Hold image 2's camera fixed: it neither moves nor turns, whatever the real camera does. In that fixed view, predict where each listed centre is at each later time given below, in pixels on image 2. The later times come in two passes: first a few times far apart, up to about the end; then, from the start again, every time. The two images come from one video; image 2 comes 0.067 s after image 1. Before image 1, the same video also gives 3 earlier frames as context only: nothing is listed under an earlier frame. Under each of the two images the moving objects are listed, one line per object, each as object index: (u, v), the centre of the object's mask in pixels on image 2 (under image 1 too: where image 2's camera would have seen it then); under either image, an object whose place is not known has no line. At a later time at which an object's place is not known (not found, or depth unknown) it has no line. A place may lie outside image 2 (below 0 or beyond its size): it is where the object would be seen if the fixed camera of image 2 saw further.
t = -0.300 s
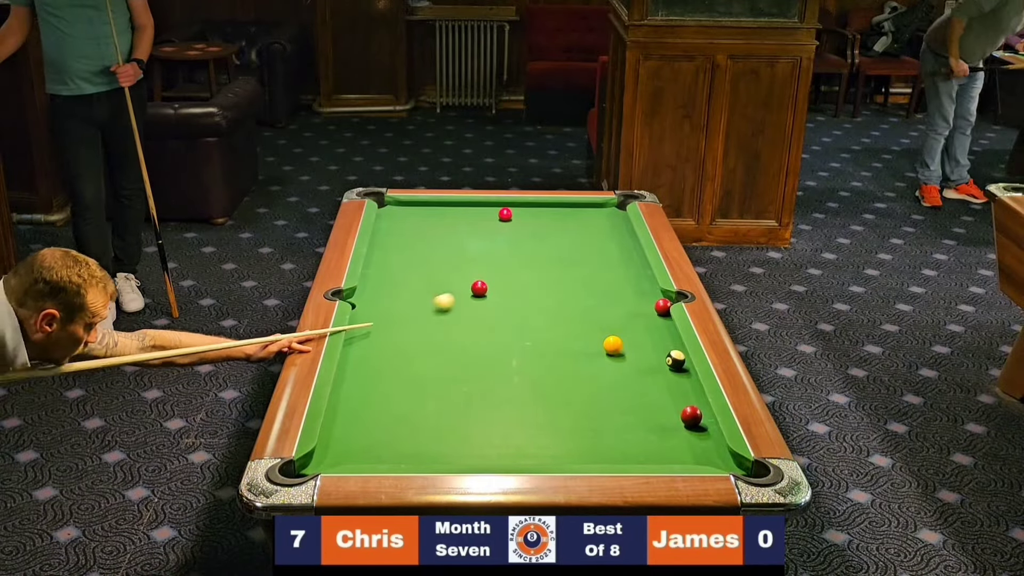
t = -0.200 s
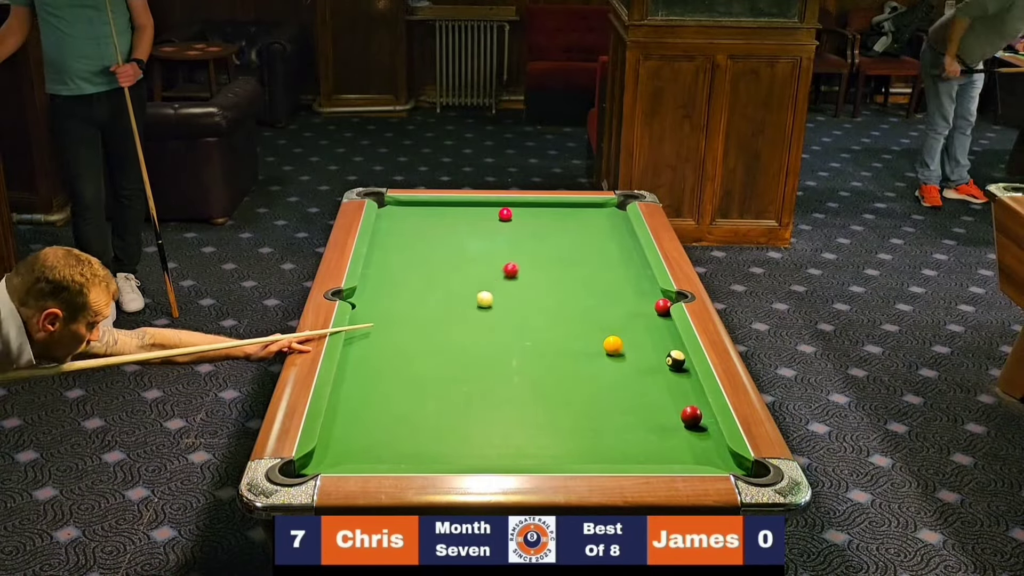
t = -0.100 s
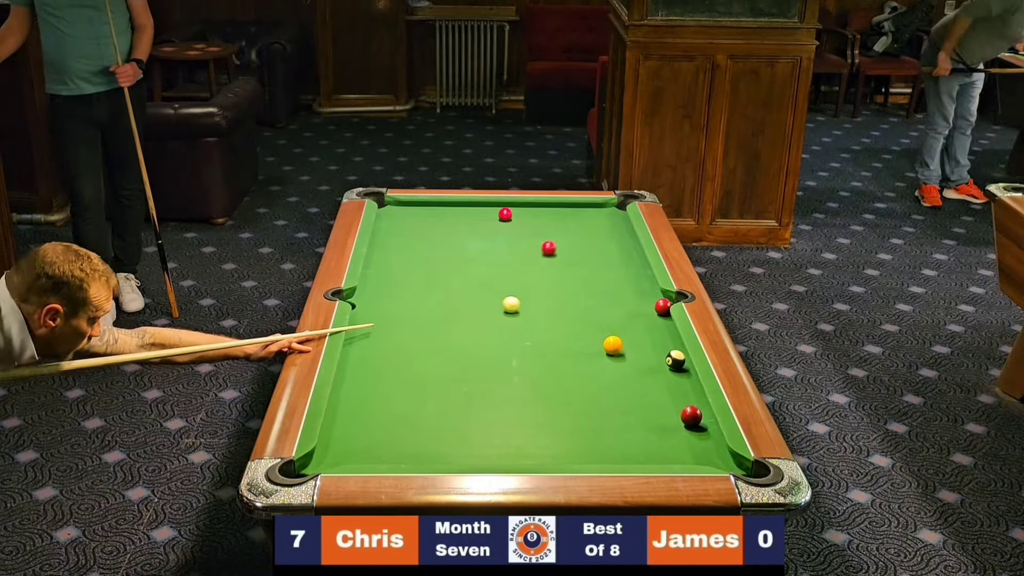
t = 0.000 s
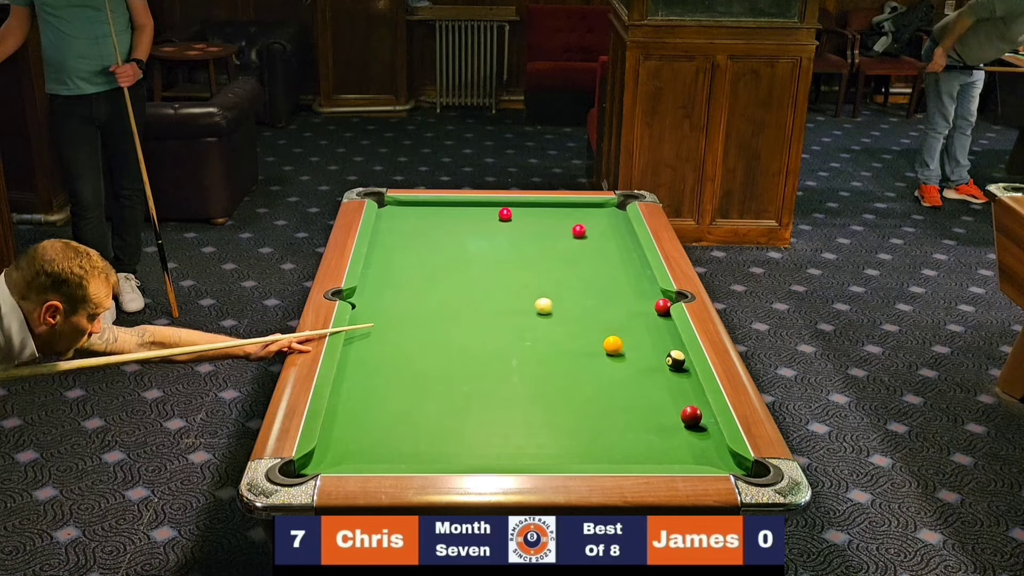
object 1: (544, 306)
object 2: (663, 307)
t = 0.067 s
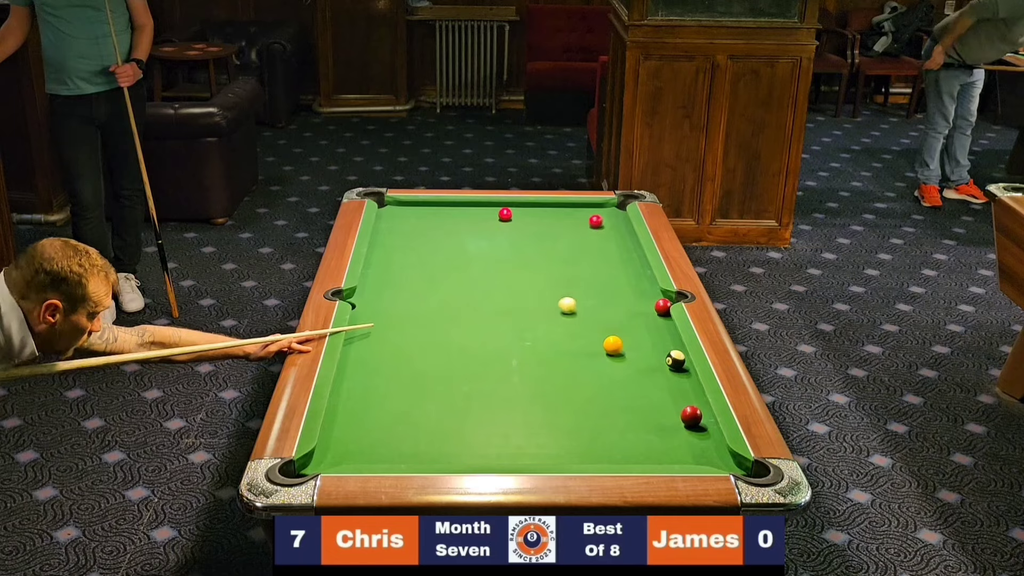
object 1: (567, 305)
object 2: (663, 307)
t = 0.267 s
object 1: (637, 304)
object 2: (663, 307)
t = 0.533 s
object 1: (648, 285)
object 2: (656, 302)
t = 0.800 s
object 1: (639, 270)
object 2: (649, 298)
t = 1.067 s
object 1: (628, 257)
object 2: (643, 294)
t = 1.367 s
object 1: (617, 244)
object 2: (639, 291)
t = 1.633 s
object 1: (608, 234)
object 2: (635, 290)
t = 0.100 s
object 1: (579, 305)
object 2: (663, 307)
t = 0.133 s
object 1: (591, 305)
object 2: (663, 307)
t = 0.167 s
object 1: (602, 305)
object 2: (663, 307)
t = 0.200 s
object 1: (614, 304)
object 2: (663, 307)
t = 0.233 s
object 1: (625, 304)
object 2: (663, 307)
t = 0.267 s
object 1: (637, 304)
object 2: (663, 307)
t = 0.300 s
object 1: (647, 304)
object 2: (664, 307)
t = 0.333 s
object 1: (648, 301)
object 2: (663, 306)
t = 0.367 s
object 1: (647, 298)
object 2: (662, 306)
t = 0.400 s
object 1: (646, 295)
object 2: (661, 305)
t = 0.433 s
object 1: (647, 293)
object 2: (660, 304)
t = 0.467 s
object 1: (647, 290)
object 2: (660, 304)
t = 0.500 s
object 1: (648, 288)
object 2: (657, 303)
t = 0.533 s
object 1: (648, 285)
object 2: (656, 302)
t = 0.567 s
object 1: (649, 283)
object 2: (656, 301)
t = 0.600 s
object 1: (648, 281)
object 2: (655, 301)
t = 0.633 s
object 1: (646, 279)
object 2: (653, 300)
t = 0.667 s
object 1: (645, 277)
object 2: (652, 299)
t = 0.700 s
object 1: (643, 275)
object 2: (652, 299)
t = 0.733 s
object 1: (642, 274)
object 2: (651, 299)
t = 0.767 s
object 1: (640, 272)
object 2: (650, 298)
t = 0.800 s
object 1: (639, 270)
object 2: (649, 298)
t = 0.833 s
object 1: (638, 268)
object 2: (648, 297)
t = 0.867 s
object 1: (636, 267)
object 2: (648, 297)
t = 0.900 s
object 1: (635, 265)
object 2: (647, 296)
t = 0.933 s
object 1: (633, 263)
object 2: (646, 296)
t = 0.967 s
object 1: (632, 262)
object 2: (646, 295)
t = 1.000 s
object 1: (631, 260)
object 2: (645, 295)
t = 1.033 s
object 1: (629, 258)
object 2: (644, 295)
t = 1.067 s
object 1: (628, 257)
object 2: (643, 294)
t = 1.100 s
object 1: (627, 255)
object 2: (643, 294)
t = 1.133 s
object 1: (625, 254)
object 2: (642, 294)
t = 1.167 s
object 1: (624, 252)
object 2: (642, 293)
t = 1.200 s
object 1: (623, 251)
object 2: (641, 293)
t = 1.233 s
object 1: (621, 249)
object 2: (640, 293)
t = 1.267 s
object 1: (620, 248)
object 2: (640, 292)
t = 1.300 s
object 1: (619, 247)
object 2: (639, 292)
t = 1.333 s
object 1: (618, 245)
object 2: (639, 292)
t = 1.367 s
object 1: (617, 244)
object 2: (639, 291)
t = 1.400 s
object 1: (616, 242)
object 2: (638, 291)
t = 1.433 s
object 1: (615, 241)
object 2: (638, 291)
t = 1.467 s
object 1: (614, 240)
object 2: (637, 291)
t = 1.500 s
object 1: (612, 239)
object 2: (637, 290)
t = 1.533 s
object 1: (611, 237)
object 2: (636, 290)
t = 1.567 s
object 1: (610, 236)
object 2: (636, 290)
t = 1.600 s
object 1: (609, 235)
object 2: (636, 290)
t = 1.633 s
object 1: (608, 234)
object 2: (635, 290)
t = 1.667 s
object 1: (607, 233)
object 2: (635, 289)
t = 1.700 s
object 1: (606, 231)
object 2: (635, 289)
